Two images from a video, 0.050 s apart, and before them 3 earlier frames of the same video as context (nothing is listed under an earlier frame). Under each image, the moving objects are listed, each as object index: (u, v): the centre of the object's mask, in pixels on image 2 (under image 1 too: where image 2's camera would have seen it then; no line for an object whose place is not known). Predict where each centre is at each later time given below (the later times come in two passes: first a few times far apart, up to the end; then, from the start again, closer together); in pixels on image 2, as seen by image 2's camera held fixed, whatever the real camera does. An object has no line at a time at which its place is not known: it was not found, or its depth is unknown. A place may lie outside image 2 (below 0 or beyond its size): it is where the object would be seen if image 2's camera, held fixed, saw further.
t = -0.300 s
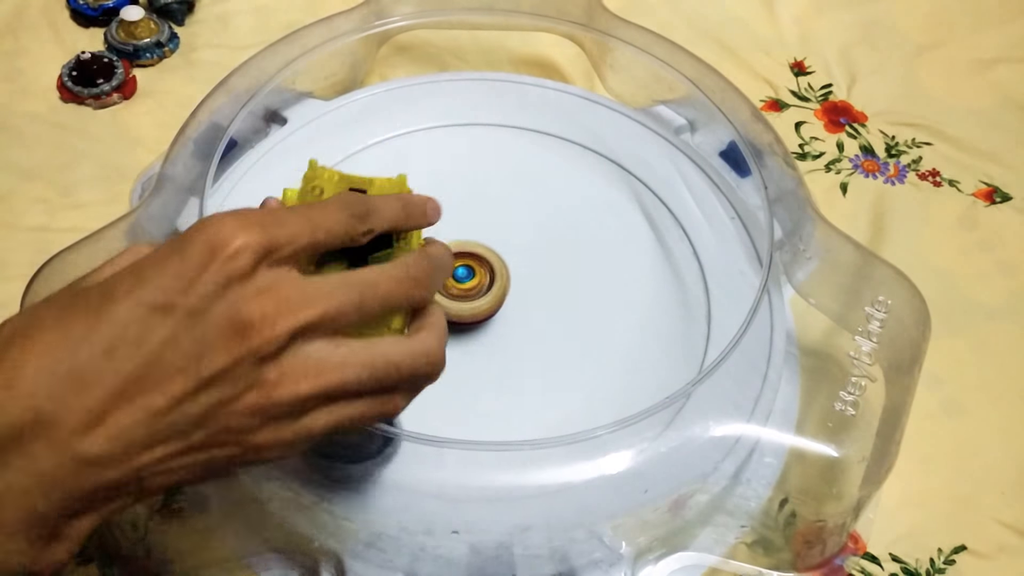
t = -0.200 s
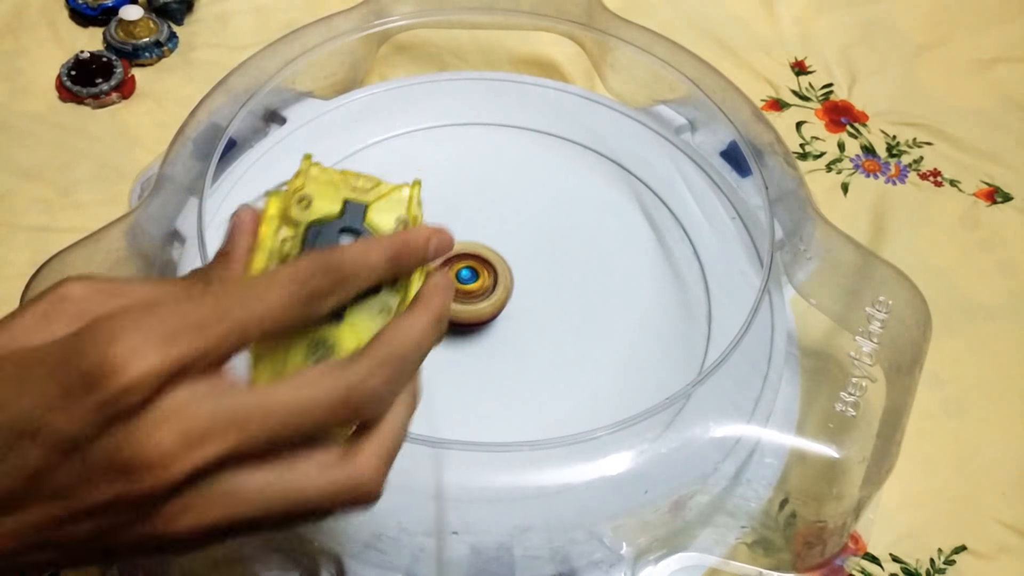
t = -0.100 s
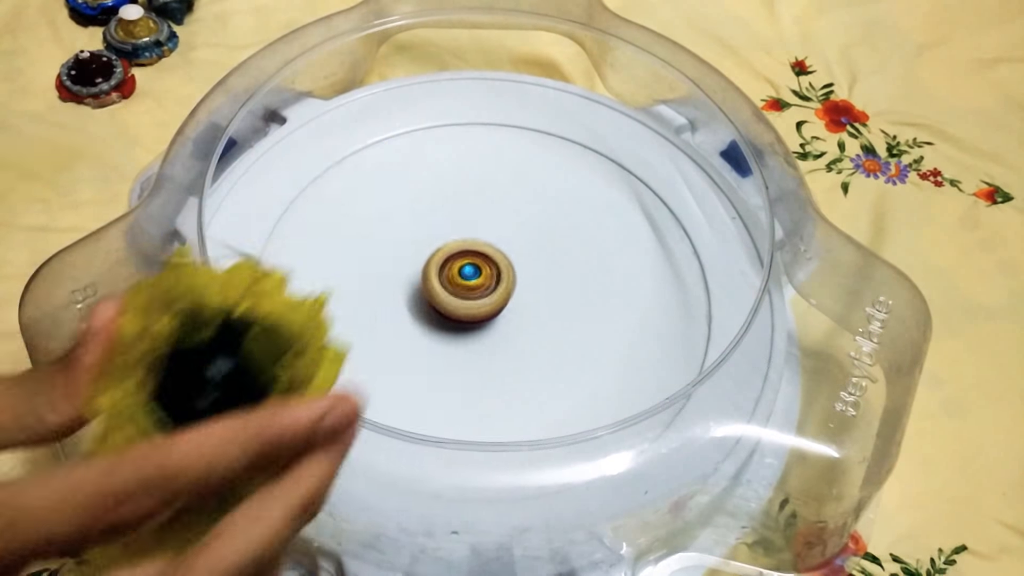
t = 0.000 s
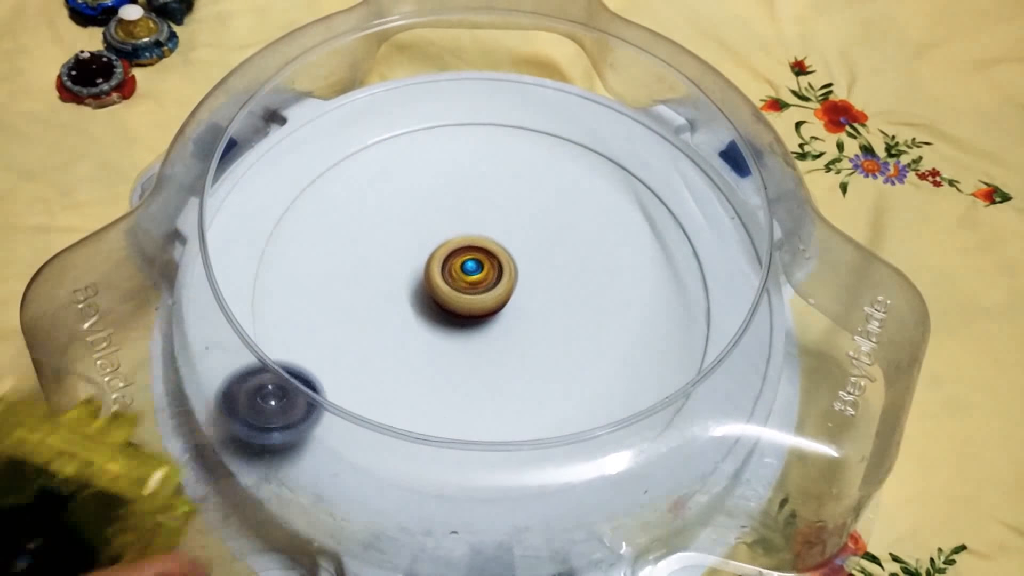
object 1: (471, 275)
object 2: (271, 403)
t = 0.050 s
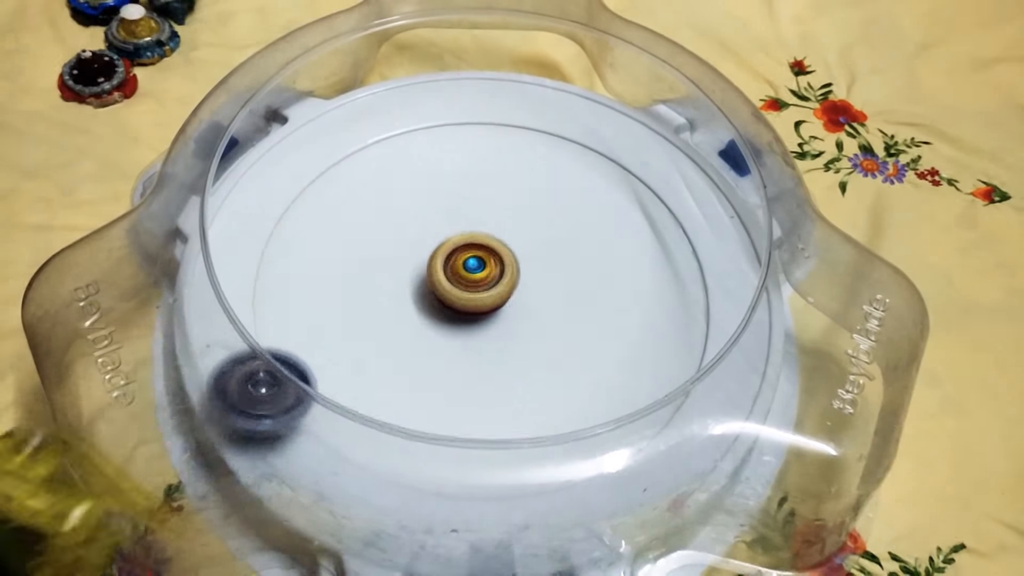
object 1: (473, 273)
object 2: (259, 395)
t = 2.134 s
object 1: (548, 313)
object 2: (427, 211)
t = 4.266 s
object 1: (622, 335)
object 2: (492, 286)
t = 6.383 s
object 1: (438, 265)
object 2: (560, 213)
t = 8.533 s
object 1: (441, 162)
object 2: (601, 363)
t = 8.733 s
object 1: (414, 177)
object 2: (613, 320)
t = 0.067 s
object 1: (473, 273)
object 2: (256, 391)
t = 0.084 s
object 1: (474, 272)
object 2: (252, 386)
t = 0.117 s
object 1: (476, 272)
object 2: (243, 378)
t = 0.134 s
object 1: (477, 272)
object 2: (238, 375)
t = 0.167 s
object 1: (479, 272)
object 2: (230, 369)
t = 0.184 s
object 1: (480, 272)
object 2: (224, 366)
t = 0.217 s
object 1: (483, 273)
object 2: (211, 360)
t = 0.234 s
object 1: (484, 273)
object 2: (211, 356)
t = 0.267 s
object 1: (487, 275)
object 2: (214, 353)
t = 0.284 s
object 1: (488, 276)
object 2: (226, 345)
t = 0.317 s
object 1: (489, 278)
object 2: (233, 338)
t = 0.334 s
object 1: (490, 279)
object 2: (235, 335)
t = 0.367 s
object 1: (492, 282)
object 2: (241, 327)
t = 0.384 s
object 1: (492, 283)
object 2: (243, 322)
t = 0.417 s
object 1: (492, 287)
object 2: (246, 313)
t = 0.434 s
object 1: (491, 288)
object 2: (246, 310)
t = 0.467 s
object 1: (491, 291)
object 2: (259, 295)
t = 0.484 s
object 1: (490, 292)
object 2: (259, 291)
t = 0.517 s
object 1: (486, 295)
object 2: (260, 287)
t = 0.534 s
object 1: (485, 296)
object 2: (262, 286)
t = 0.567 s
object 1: (482, 297)
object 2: (270, 291)
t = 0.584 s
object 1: (480, 298)
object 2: (275, 291)
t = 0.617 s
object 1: (476, 299)
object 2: (291, 294)
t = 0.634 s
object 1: (474, 298)
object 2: (301, 296)
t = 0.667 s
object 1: (471, 297)
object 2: (326, 296)
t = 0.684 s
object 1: (470, 297)
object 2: (338, 294)
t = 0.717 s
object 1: (466, 296)
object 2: (363, 283)
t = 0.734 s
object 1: (467, 295)
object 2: (370, 275)
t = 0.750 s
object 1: (475, 297)
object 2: (367, 261)
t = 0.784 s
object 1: (491, 300)
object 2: (360, 233)
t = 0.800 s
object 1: (498, 301)
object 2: (354, 218)
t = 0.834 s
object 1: (511, 303)
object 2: (340, 195)
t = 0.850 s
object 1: (517, 304)
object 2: (330, 183)
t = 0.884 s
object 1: (528, 306)
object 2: (312, 167)
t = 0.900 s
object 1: (532, 307)
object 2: (316, 169)
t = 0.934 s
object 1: (539, 308)
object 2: (329, 186)
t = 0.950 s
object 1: (541, 308)
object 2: (335, 201)
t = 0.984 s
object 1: (544, 309)
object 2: (347, 218)
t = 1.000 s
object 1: (544, 310)
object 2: (353, 226)
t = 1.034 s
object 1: (544, 312)
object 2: (365, 235)
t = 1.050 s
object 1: (543, 313)
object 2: (372, 237)
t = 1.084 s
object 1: (542, 314)
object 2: (385, 237)
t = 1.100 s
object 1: (541, 314)
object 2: (390, 234)
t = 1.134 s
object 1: (540, 313)
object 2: (401, 224)
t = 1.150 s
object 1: (540, 313)
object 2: (406, 216)
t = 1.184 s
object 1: (539, 311)
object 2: (412, 200)
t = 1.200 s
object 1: (538, 310)
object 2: (413, 192)
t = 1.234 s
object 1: (537, 307)
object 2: (412, 173)
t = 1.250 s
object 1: (536, 305)
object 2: (410, 162)
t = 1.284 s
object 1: (535, 303)
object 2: (402, 142)
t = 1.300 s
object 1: (534, 301)
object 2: (397, 134)
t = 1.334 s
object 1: (534, 298)
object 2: (386, 124)
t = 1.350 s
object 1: (533, 296)
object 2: (382, 132)
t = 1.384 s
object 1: (532, 293)
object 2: (376, 158)
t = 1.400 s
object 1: (532, 290)
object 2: (374, 167)
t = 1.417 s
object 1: (532, 288)
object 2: (373, 175)
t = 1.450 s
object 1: (531, 285)
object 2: (374, 189)
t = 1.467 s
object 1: (531, 283)
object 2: (376, 195)
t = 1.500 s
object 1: (530, 280)
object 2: (384, 202)
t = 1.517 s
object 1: (529, 278)
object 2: (390, 203)
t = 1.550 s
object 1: (527, 275)
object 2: (408, 204)
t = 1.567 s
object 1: (526, 274)
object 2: (417, 204)
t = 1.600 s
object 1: (525, 270)
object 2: (435, 197)
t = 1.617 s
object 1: (524, 269)
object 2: (443, 193)
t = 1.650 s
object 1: (521, 266)
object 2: (458, 179)
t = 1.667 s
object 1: (520, 265)
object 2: (462, 172)
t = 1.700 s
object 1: (517, 262)
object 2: (468, 154)
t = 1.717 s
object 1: (515, 260)
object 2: (469, 146)
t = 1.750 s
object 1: (512, 257)
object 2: (465, 130)
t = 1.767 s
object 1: (511, 256)
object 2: (460, 124)
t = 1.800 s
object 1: (507, 253)
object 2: (448, 116)
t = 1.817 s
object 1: (506, 252)
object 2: (441, 113)
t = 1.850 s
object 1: (503, 249)
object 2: (425, 117)
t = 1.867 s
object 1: (501, 248)
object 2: (418, 122)
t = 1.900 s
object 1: (497, 245)
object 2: (409, 140)
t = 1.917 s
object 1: (496, 244)
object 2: (408, 151)
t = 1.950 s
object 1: (493, 241)
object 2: (413, 178)
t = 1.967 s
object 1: (492, 241)
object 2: (419, 191)
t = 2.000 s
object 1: (508, 255)
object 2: (411, 190)
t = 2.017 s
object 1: (518, 263)
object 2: (408, 191)
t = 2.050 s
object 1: (531, 279)
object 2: (407, 194)
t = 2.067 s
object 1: (537, 287)
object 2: (409, 197)
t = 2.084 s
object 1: (540, 293)
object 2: (412, 201)
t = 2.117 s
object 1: (547, 307)
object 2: (422, 208)
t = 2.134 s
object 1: (548, 313)
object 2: (427, 211)
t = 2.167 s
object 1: (549, 323)
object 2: (438, 214)
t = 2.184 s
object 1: (550, 328)
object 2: (445, 214)
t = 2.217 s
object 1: (549, 336)
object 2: (459, 211)
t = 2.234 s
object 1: (548, 340)
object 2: (466, 207)
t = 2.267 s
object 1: (543, 347)
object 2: (478, 198)
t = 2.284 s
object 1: (541, 349)
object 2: (483, 192)
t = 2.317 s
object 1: (532, 353)
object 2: (488, 180)
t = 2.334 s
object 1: (528, 355)
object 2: (488, 174)
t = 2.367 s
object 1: (520, 357)
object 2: (484, 164)
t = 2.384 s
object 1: (515, 359)
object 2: (481, 161)
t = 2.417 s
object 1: (507, 359)
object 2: (472, 159)
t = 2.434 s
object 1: (503, 358)
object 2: (468, 161)
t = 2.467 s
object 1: (495, 357)
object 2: (459, 169)
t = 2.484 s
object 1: (491, 356)
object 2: (455, 175)
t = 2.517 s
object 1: (485, 353)
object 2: (452, 188)
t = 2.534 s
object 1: (482, 352)
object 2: (452, 195)
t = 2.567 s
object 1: (476, 348)
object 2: (458, 208)
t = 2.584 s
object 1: (473, 346)
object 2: (464, 215)
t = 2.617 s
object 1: (468, 341)
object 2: (479, 226)
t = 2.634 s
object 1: (466, 339)
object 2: (489, 231)
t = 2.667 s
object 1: (462, 332)
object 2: (514, 240)
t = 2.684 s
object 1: (460, 330)
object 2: (526, 242)
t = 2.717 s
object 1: (457, 324)
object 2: (551, 241)
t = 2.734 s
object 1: (456, 320)
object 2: (564, 238)
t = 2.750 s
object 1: (455, 317)
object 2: (573, 234)
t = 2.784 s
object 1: (452, 311)
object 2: (588, 222)
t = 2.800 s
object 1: (452, 307)
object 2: (594, 215)
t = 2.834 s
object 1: (452, 300)
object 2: (598, 199)
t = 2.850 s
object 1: (452, 296)
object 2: (595, 190)
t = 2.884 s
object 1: (453, 289)
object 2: (585, 175)
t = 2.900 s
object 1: (454, 286)
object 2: (576, 171)
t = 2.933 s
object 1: (454, 279)
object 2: (554, 166)
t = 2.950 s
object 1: (455, 275)
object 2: (542, 167)
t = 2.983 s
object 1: (458, 268)
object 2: (520, 175)
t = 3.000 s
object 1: (459, 265)
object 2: (509, 183)
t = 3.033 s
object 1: (454, 272)
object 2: (500, 188)
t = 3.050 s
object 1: (442, 292)
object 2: (510, 166)
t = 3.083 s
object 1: (418, 329)
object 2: (524, 128)
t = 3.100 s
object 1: (406, 347)
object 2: (529, 111)
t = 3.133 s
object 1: (386, 372)
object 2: (523, 103)
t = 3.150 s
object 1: (378, 379)
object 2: (519, 106)
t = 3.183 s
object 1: (356, 403)
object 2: (510, 117)
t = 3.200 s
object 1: (344, 410)
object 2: (506, 116)
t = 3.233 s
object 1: (329, 416)
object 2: (500, 120)
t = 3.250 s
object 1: (324, 414)
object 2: (497, 121)
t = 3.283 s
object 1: (318, 410)
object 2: (492, 122)
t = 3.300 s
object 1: (318, 404)
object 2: (490, 123)
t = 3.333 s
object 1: (319, 392)
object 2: (485, 123)
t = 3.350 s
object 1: (321, 385)
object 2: (483, 122)
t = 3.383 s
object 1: (328, 370)
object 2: (480, 122)
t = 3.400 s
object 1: (335, 359)
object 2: (478, 123)
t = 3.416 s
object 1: (338, 355)
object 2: (477, 126)
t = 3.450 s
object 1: (346, 344)
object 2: (475, 135)
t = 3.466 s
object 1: (353, 337)
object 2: (475, 139)
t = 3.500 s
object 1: (365, 327)
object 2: (478, 152)
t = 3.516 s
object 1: (374, 320)
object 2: (481, 160)
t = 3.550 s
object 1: (390, 310)
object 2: (490, 174)
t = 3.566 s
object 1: (397, 305)
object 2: (497, 180)
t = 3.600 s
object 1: (413, 298)
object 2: (513, 191)
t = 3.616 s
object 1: (422, 296)
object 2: (521, 197)
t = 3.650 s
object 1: (437, 292)
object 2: (540, 206)
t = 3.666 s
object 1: (446, 292)
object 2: (550, 210)
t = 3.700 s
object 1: (461, 291)
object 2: (568, 214)
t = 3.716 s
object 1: (468, 291)
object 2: (576, 215)
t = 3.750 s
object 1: (482, 293)
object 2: (593, 215)
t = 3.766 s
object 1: (490, 294)
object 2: (602, 213)
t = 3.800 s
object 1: (505, 295)
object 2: (617, 208)
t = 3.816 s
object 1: (512, 296)
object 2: (624, 205)
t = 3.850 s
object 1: (527, 297)
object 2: (635, 196)
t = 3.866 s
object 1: (532, 298)
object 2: (638, 190)
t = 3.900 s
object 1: (546, 299)
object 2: (640, 181)
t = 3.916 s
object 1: (552, 300)
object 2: (640, 177)
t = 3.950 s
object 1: (564, 302)
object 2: (634, 172)
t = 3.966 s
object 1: (571, 303)
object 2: (629, 171)
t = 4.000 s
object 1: (582, 306)
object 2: (616, 172)
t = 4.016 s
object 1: (587, 307)
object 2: (609, 174)
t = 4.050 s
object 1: (594, 309)
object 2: (593, 182)
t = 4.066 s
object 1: (597, 311)
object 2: (585, 188)
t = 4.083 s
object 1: (601, 312)
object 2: (576, 197)
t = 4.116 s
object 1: (604, 315)
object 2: (560, 213)
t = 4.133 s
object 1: (606, 316)
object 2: (552, 224)
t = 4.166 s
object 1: (607, 317)
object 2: (541, 244)
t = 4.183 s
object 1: (607, 318)
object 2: (538, 254)
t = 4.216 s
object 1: (610, 322)
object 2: (526, 272)
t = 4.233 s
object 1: (616, 327)
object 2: (514, 276)
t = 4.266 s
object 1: (622, 335)
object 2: (492, 286)
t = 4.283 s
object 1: (624, 339)
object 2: (483, 293)
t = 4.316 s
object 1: (624, 345)
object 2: (467, 310)
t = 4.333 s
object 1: (623, 347)
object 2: (461, 319)
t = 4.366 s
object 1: (619, 350)
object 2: (454, 340)
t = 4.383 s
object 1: (616, 350)
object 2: (453, 350)
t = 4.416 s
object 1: (609, 351)
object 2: (457, 372)
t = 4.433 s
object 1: (606, 351)
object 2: (462, 382)
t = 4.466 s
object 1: (597, 350)
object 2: (478, 398)
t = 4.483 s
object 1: (592, 348)
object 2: (488, 403)
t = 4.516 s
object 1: (582, 346)
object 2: (515, 407)
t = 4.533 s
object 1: (577, 343)
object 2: (526, 409)
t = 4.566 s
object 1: (566, 337)
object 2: (549, 409)
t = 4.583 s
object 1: (561, 334)
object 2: (560, 408)
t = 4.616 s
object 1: (552, 326)
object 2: (578, 403)
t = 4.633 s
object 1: (548, 322)
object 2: (586, 400)
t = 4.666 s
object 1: (540, 313)
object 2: (599, 389)
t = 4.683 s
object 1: (537, 309)
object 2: (603, 383)
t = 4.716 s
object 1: (530, 300)
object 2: (602, 362)
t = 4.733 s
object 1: (527, 295)
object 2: (599, 352)
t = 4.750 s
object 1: (522, 289)
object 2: (595, 341)
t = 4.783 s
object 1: (510, 274)
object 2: (591, 328)
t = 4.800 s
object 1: (503, 267)
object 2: (586, 320)
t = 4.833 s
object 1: (494, 253)
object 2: (570, 307)
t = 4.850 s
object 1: (489, 247)
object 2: (558, 301)
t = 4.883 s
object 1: (480, 232)
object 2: (536, 296)
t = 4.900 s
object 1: (474, 225)
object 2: (524, 298)
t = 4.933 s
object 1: (465, 210)
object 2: (502, 304)
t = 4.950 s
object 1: (461, 204)
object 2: (489, 308)
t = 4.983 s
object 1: (454, 190)
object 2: (467, 319)
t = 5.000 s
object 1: (450, 186)
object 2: (457, 326)
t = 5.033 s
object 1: (444, 174)
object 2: (443, 340)
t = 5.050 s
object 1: (441, 170)
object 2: (437, 347)
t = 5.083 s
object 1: (435, 160)
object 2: (429, 363)
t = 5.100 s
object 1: (434, 156)
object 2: (427, 371)
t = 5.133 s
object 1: (430, 148)
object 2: (430, 386)
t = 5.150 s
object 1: (429, 144)
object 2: (435, 392)
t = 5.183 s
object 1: (426, 138)
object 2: (449, 400)
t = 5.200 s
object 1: (426, 135)
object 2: (458, 403)
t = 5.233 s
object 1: (423, 132)
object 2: (477, 403)
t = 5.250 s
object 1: (423, 130)
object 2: (485, 402)
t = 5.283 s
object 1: (422, 128)
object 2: (502, 395)
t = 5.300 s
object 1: (420, 128)
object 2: (509, 388)
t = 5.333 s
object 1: (420, 129)
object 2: (518, 373)
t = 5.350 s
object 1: (420, 130)
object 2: (521, 362)
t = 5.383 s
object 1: (419, 133)
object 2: (520, 343)
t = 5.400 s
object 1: (419, 136)
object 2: (519, 332)
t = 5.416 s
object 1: (419, 139)
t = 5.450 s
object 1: (419, 145)
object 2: (504, 304)
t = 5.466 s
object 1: (421, 149)
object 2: (496, 296)
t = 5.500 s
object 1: (423, 158)
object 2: (478, 280)
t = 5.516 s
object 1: (424, 163)
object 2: (467, 274)
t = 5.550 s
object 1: (425, 173)
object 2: (446, 261)
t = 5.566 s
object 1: (427, 178)
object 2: (435, 256)
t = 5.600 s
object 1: (430, 176)
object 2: (407, 267)
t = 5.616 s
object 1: (433, 173)
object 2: (393, 275)
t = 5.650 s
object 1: (439, 173)
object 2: (373, 288)
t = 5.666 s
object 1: (443, 174)
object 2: (364, 296)
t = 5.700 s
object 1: (450, 178)
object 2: (351, 313)
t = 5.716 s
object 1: (453, 182)
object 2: (346, 324)
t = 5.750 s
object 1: (457, 191)
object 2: (342, 344)
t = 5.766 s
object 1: (459, 195)
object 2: (343, 355)
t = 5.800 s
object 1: (462, 206)
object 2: (352, 372)
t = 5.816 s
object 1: (463, 211)
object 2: (361, 379)
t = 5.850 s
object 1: (463, 222)
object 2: (379, 397)
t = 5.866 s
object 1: (464, 228)
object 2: (392, 394)
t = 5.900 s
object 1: (464, 239)
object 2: (418, 400)
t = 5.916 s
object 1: (464, 245)
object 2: (432, 400)
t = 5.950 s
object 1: (463, 257)
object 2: (456, 396)
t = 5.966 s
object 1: (463, 262)
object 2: (471, 388)
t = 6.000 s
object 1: (462, 274)
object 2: (493, 371)
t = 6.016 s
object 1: (461, 278)
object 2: (500, 362)
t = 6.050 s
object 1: (455, 282)
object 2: (520, 353)
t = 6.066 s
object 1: (450, 278)
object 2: (537, 357)
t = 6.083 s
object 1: (444, 275)
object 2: (551, 357)
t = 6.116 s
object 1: (437, 269)
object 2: (576, 350)
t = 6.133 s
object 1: (435, 266)
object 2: (587, 344)
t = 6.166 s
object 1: (432, 263)
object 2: (603, 326)
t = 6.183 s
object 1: (432, 262)
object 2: (609, 316)
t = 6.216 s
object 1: (431, 260)
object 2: (616, 297)
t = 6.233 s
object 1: (432, 260)
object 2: (617, 286)
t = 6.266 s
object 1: (433, 260)
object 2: (613, 266)
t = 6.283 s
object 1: (434, 260)
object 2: (609, 256)
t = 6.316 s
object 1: (435, 262)
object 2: (597, 240)
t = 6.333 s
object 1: (436, 262)
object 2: (589, 231)
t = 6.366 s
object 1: (438, 264)
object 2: (570, 217)
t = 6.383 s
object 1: (438, 265)
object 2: (560, 213)
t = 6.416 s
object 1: (440, 268)
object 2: (536, 204)
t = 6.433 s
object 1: (440, 269)
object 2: (521, 202)
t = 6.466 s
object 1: (442, 271)
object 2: (496, 202)
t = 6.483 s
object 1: (442, 272)
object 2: (484, 202)
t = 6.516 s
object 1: (442, 279)
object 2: (462, 201)
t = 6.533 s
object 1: (440, 283)
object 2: (452, 200)
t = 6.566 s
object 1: (439, 289)
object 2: (433, 200)
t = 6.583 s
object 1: (438, 292)
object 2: (422, 202)
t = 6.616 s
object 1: (438, 296)
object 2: (403, 210)
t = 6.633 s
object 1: (438, 299)
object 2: (396, 214)
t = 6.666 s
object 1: (439, 303)
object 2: (382, 227)
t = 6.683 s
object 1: (440, 305)
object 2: (375, 237)
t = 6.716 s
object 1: (441, 309)
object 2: (369, 254)
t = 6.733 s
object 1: (443, 311)
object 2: (366, 261)
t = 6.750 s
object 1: (449, 315)
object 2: (362, 268)
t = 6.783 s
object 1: (455, 323)
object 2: (357, 281)
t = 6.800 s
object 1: (458, 325)
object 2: (356, 288)
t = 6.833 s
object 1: (463, 331)
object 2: (361, 305)
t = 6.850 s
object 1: (466, 333)
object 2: (365, 312)
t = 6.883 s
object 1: (481, 338)
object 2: (361, 321)
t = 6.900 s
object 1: (491, 340)
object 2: (357, 324)
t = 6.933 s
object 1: (506, 345)
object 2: (353, 332)
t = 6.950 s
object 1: (514, 347)
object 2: (354, 336)
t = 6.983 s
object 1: (526, 350)
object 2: (360, 345)
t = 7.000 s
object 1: (532, 350)
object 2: (366, 349)
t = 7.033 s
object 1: (541, 352)
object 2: (381, 352)
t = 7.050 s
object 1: (547, 352)
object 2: (389, 352)
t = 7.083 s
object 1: (554, 352)
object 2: (407, 348)
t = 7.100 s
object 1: (559, 352)
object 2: (416, 344)
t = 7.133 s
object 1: (564, 350)
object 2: (431, 331)
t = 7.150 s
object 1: (567, 349)
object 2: (436, 324)
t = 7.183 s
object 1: (571, 347)
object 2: (445, 307)
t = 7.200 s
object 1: (574, 346)
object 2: (446, 299)
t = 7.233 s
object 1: (577, 341)
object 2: (450, 281)
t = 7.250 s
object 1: (578, 340)
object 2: (450, 273)
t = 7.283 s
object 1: (580, 336)
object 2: (450, 256)
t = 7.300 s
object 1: (581, 334)
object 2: (448, 248)
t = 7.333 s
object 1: (583, 328)
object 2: (445, 231)
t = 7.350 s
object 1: (582, 327)
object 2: (442, 224)
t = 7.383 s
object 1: (584, 321)
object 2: (434, 209)
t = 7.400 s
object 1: (582, 319)
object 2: (429, 203)
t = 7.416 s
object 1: (582, 316)
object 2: (425, 199)
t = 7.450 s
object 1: (581, 310)
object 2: (411, 191)
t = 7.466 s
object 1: (581, 306)
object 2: (406, 190)
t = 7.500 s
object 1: (579, 300)
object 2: (393, 189)
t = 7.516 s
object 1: (579, 297)
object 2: (389, 189)
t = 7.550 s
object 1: (575, 291)
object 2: (380, 195)
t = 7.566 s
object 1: (574, 287)
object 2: (377, 199)
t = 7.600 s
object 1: (570, 281)
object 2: (376, 209)
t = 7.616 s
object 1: (569, 277)
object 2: (377, 215)
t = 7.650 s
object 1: (564, 270)
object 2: (384, 227)
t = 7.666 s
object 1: (561, 268)
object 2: (389, 234)
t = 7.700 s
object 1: (556, 260)
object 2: (404, 244)
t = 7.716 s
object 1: (553, 257)
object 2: (412, 248)
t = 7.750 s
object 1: (548, 249)
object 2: (433, 253)
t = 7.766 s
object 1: (543, 246)
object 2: (442, 254)
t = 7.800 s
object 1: (547, 238)
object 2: (445, 255)
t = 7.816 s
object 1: (552, 234)
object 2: (440, 255)
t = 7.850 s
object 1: (558, 229)
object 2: (431, 256)
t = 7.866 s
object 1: (561, 226)
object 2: (428, 259)
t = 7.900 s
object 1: (560, 224)
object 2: (423, 264)
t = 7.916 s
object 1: (560, 223)
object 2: (421, 267)
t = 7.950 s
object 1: (557, 221)
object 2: (419, 274)
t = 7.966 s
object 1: (554, 220)
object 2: (419, 278)
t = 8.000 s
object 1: (548, 218)
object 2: (421, 284)
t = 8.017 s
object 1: (546, 217)
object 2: (424, 288)
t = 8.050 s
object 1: (540, 216)
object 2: (429, 294)
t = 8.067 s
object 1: (536, 215)
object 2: (432, 296)
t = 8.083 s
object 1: (533, 215)
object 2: (437, 298)
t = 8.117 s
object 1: (527, 213)
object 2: (446, 302)
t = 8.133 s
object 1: (523, 212)
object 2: (451, 303)
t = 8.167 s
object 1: (518, 211)
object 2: (462, 302)
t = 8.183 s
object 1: (514, 210)
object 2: (468, 301)
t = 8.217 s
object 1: (507, 209)
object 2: (479, 298)
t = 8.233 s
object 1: (505, 208)
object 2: (483, 296)
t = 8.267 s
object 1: (497, 209)
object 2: (491, 289)
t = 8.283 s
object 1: (494, 208)
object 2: (495, 286)
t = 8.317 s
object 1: (483, 200)
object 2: (505, 297)
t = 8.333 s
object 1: (477, 192)
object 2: (509, 310)
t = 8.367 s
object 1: (468, 181)
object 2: (520, 328)
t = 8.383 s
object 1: (465, 176)
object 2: (526, 334)
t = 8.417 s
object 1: (458, 169)
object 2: (539, 347)
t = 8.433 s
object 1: (456, 168)
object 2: (548, 352)
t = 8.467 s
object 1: (452, 164)
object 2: (566, 359)
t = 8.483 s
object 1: (448, 163)
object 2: (576, 361)
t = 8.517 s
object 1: (443, 163)
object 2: (593, 363)
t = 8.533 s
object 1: (441, 162)
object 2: (601, 363)
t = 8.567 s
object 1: (435, 162)
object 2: (614, 361)
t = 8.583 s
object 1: (433, 163)
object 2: (619, 359)
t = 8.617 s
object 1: (429, 164)
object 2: (627, 353)
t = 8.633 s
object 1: (427, 166)
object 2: (629, 349)
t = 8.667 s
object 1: (422, 169)
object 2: (630, 339)
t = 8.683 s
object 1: (420, 171)
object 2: (627, 334)
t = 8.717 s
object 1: (417, 175)
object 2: (619, 324)
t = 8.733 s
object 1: (414, 177)
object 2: (613, 320)
